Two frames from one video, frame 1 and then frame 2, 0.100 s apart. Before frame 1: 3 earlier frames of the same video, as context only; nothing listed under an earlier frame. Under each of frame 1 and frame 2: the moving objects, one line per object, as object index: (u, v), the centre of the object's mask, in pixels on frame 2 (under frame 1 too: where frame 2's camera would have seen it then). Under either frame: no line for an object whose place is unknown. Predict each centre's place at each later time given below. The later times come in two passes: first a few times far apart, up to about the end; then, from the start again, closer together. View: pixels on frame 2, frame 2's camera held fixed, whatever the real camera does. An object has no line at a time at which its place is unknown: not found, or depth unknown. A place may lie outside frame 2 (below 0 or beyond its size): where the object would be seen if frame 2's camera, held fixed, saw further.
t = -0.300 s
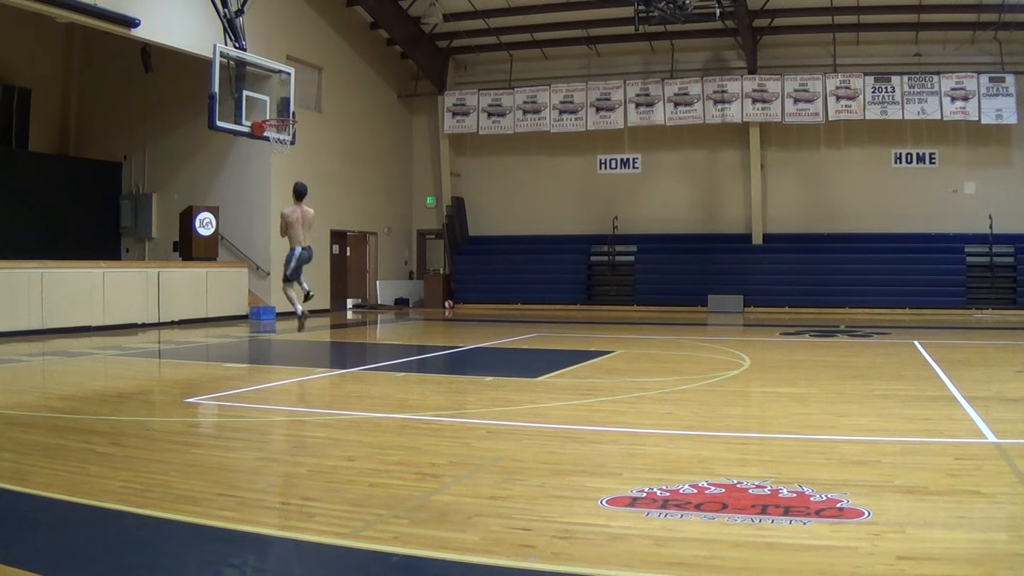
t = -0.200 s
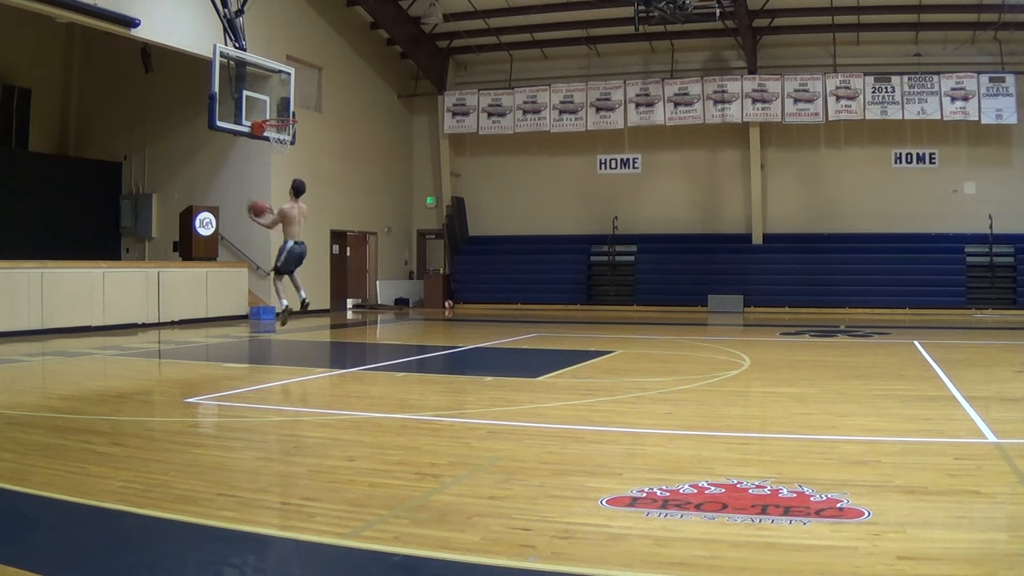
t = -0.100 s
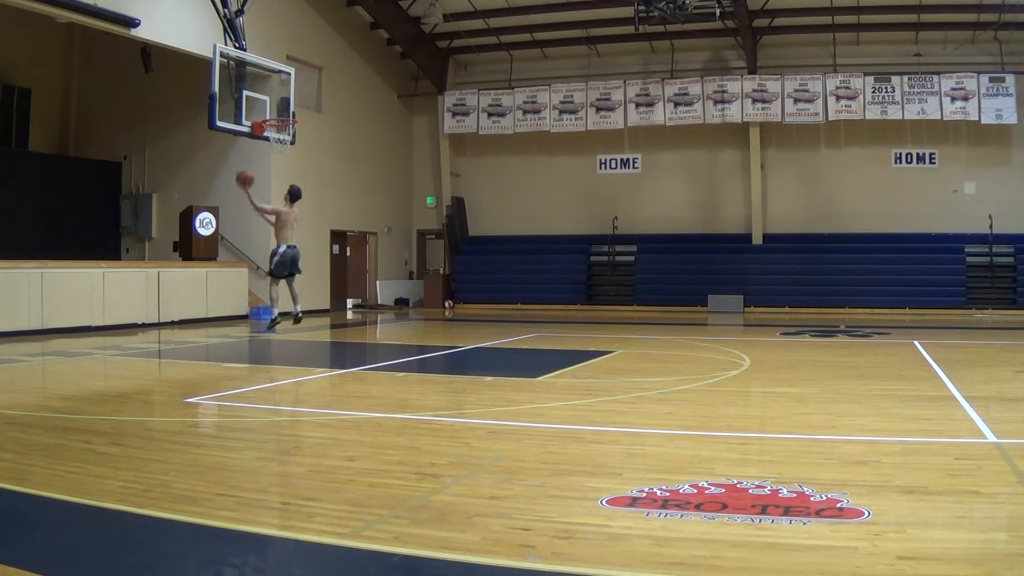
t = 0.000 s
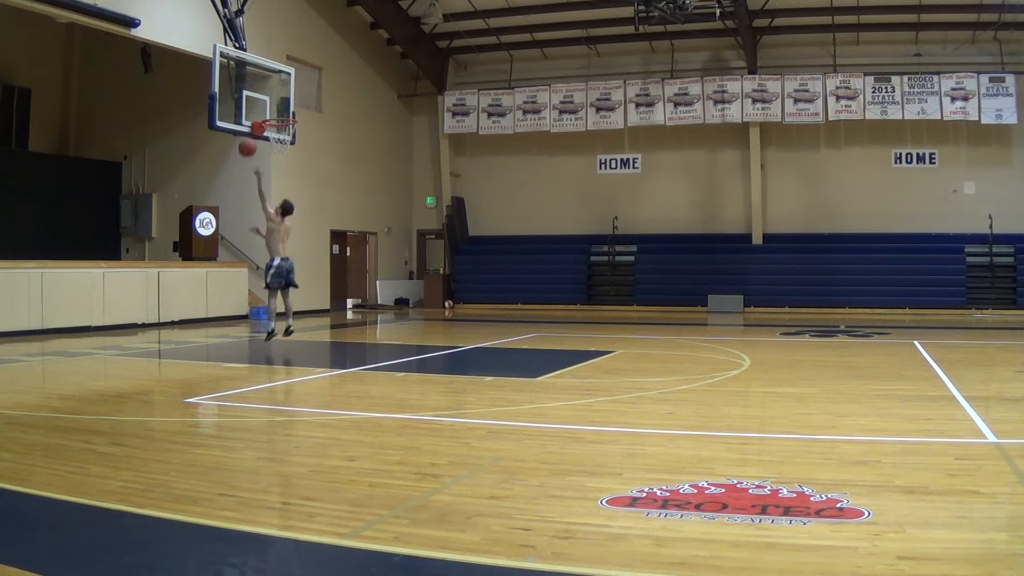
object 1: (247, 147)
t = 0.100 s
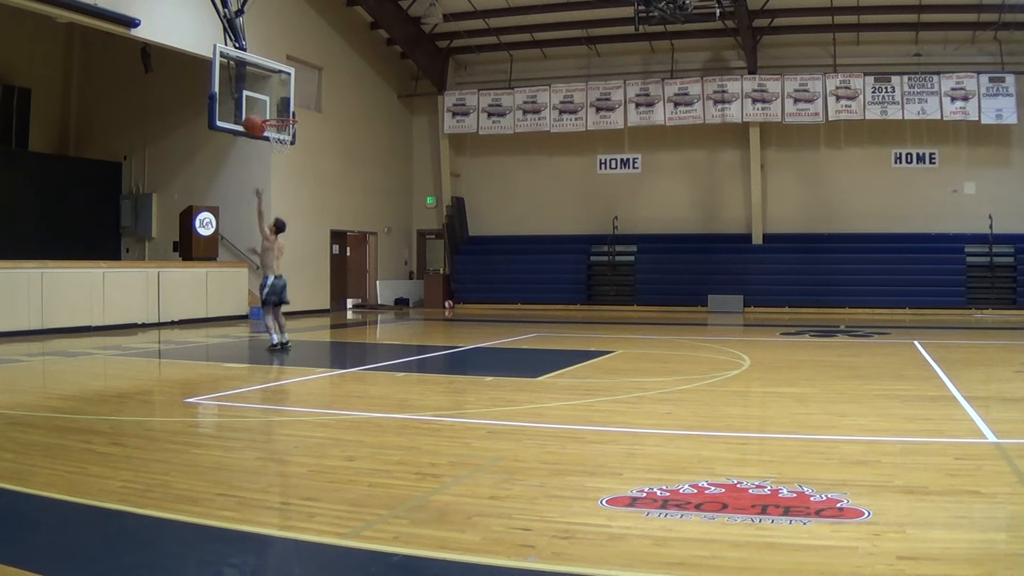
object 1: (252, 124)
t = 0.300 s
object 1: (259, 100)
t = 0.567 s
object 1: (274, 110)
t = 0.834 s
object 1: (280, 118)
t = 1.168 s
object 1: (297, 187)
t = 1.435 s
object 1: (311, 295)
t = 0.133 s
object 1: (253, 118)
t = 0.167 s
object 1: (254, 112)
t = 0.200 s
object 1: (255, 108)
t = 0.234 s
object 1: (256, 105)
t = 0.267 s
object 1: (257, 103)
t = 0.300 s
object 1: (259, 100)
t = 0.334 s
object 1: (260, 99)
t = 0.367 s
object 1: (261, 99)
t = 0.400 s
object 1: (262, 99)
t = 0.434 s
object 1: (264, 100)
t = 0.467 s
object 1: (266, 101)
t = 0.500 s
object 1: (269, 103)
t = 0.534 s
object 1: (271, 106)
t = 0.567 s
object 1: (274, 110)
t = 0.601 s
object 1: (276, 113)
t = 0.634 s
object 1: (277, 114)
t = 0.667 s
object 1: (277, 114)
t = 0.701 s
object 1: (276, 114)
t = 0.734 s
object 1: (276, 116)
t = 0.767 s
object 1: (277, 116)
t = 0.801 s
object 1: (278, 117)
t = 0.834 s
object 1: (280, 118)
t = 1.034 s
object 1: (293, 154)
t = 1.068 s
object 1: (293, 161)
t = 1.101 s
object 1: (294, 169)
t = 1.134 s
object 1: (296, 178)
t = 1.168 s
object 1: (297, 187)
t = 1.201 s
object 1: (299, 198)
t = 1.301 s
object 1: (304, 235)
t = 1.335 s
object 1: (306, 249)
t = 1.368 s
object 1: (308, 264)
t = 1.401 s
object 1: (309, 279)
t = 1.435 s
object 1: (311, 295)
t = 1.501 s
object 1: (315, 330)
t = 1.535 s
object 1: (317, 337)
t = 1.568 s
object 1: (318, 324)
